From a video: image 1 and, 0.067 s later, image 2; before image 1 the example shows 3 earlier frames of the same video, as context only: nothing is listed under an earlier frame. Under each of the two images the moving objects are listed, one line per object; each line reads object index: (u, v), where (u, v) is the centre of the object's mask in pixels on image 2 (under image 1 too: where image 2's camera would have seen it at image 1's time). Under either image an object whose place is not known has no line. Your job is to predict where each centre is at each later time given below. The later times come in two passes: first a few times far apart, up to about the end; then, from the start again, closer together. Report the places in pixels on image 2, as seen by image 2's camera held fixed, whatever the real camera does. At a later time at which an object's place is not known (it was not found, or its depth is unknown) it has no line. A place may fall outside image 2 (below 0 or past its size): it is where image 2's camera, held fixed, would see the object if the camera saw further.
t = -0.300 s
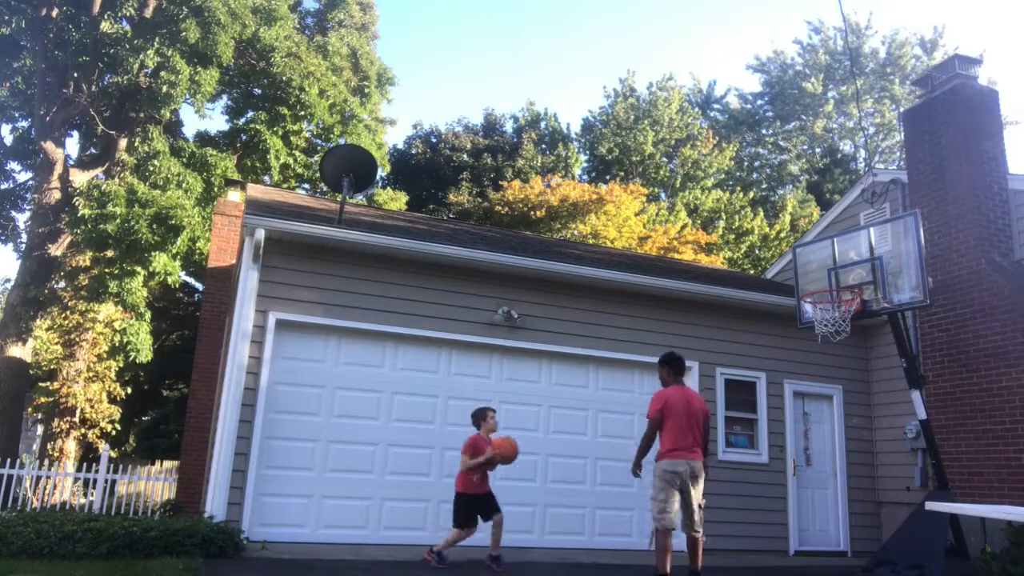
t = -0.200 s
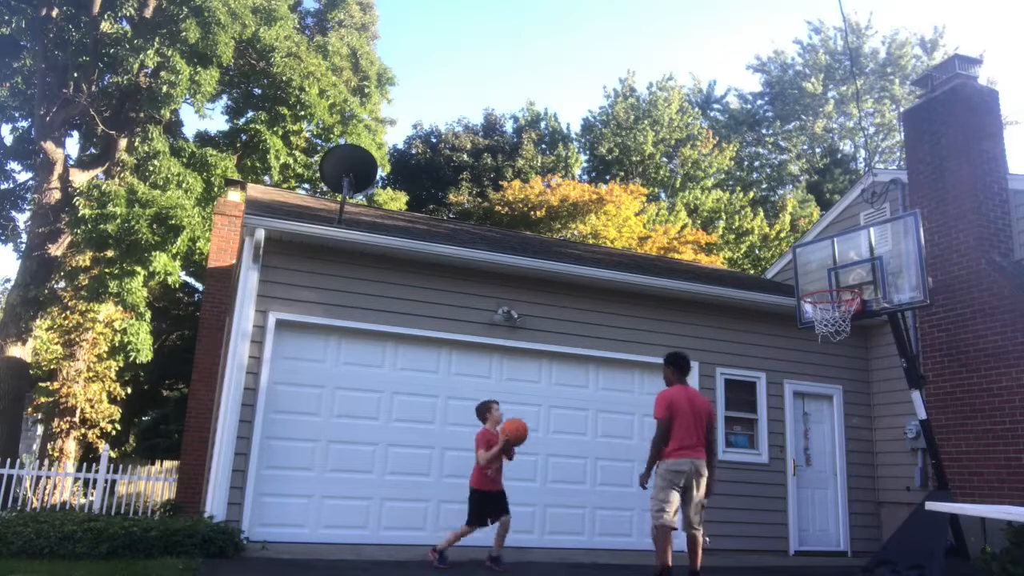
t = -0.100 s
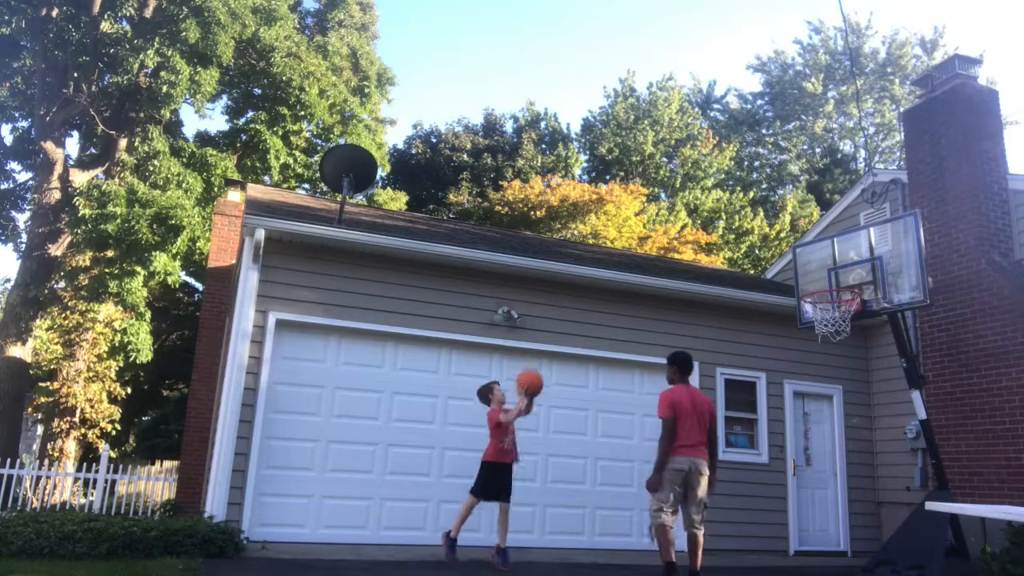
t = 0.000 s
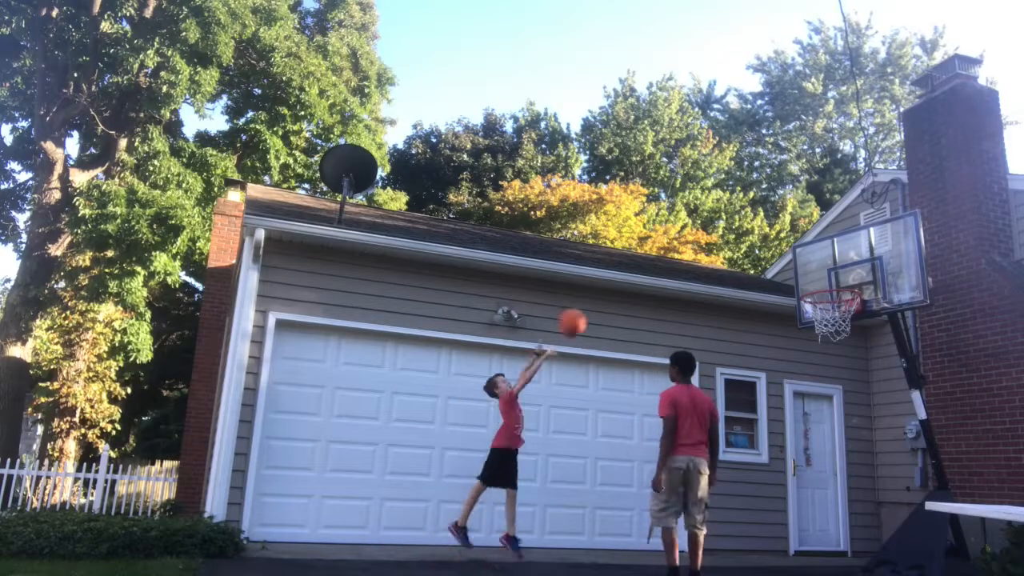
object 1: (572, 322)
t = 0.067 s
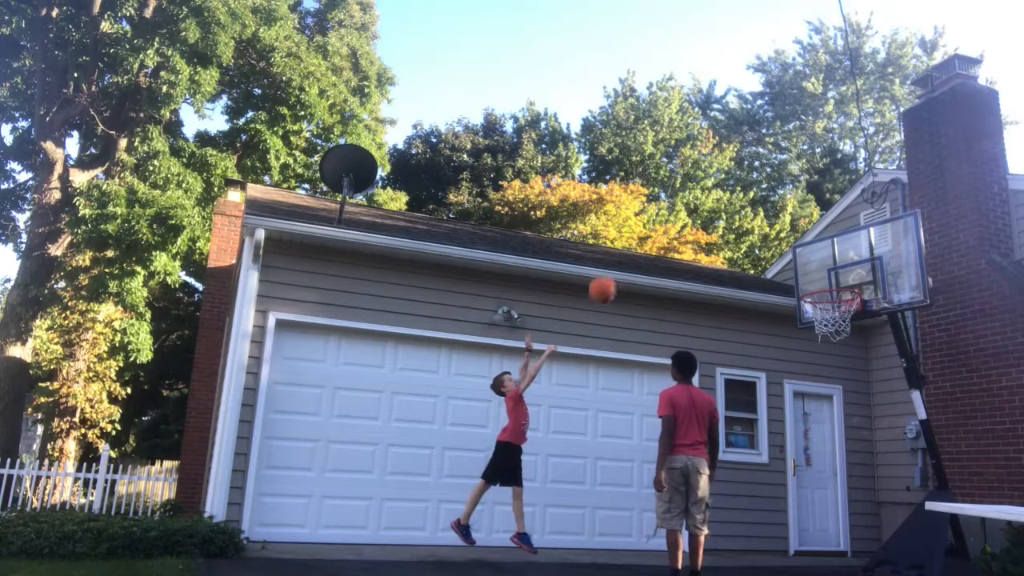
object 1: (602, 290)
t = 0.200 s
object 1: (660, 240)
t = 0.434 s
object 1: (764, 199)
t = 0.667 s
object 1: (870, 218)
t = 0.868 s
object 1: (924, 267)
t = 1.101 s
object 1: (962, 381)
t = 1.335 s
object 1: (977, 550)
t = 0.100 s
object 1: (617, 273)
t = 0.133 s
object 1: (631, 263)
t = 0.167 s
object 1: (645, 249)
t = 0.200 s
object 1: (660, 240)
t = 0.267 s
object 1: (690, 222)
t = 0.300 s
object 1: (703, 216)
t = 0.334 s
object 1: (718, 210)
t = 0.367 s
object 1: (733, 204)
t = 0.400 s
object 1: (749, 202)
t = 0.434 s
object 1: (764, 199)
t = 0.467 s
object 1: (779, 199)
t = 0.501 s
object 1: (793, 199)
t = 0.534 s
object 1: (808, 201)
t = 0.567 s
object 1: (824, 203)
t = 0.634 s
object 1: (855, 214)
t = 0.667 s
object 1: (870, 218)
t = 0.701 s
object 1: (884, 228)
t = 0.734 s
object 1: (902, 236)
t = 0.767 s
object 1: (911, 244)
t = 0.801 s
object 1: (914, 250)
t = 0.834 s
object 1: (918, 258)
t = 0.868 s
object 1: (924, 267)
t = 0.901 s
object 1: (928, 279)
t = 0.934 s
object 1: (932, 291)
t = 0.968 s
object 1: (937, 304)
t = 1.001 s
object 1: (943, 320)
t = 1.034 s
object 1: (950, 341)
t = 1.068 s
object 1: (956, 359)
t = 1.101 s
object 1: (962, 381)
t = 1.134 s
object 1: (969, 405)
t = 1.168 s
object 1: (976, 431)
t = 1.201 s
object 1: (984, 460)
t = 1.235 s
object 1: (991, 491)
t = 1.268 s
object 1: (992, 514)
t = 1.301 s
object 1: (984, 531)
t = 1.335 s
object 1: (977, 550)
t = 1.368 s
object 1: (968, 565)
